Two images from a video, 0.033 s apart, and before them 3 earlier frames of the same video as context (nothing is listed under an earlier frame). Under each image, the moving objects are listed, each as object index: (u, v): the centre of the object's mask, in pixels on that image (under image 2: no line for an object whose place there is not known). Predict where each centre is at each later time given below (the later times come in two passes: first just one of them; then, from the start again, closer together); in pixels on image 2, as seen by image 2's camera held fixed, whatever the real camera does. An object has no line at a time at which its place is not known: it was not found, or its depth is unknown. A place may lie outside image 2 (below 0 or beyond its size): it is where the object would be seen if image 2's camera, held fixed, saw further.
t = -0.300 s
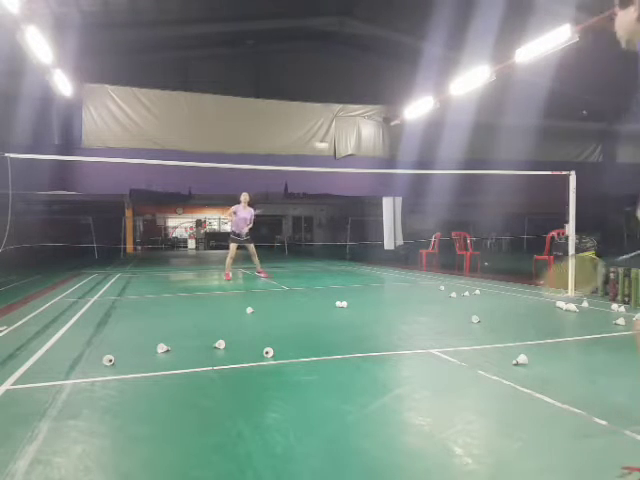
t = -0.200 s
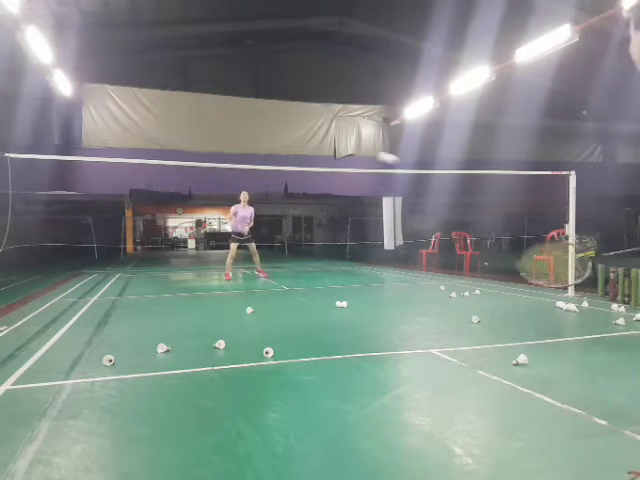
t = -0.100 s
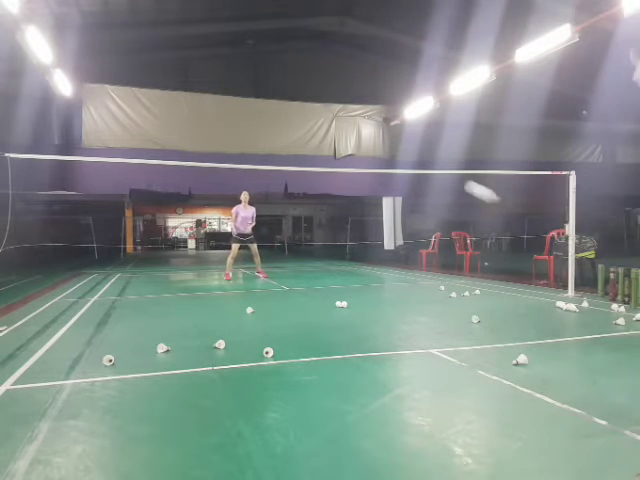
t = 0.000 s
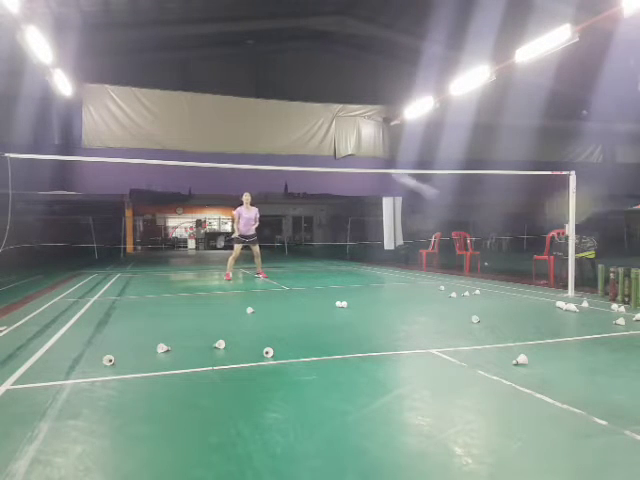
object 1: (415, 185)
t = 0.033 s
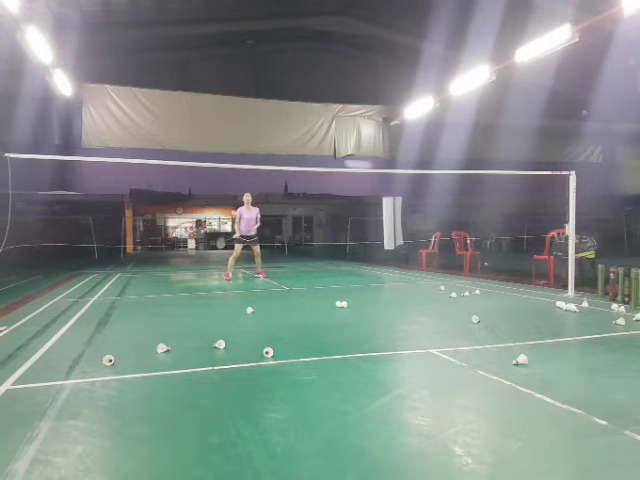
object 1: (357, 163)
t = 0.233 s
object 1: (259, 148)
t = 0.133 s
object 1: (289, 148)
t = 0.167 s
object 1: (277, 148)
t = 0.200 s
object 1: (267, 147)
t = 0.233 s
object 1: (259, 148)
